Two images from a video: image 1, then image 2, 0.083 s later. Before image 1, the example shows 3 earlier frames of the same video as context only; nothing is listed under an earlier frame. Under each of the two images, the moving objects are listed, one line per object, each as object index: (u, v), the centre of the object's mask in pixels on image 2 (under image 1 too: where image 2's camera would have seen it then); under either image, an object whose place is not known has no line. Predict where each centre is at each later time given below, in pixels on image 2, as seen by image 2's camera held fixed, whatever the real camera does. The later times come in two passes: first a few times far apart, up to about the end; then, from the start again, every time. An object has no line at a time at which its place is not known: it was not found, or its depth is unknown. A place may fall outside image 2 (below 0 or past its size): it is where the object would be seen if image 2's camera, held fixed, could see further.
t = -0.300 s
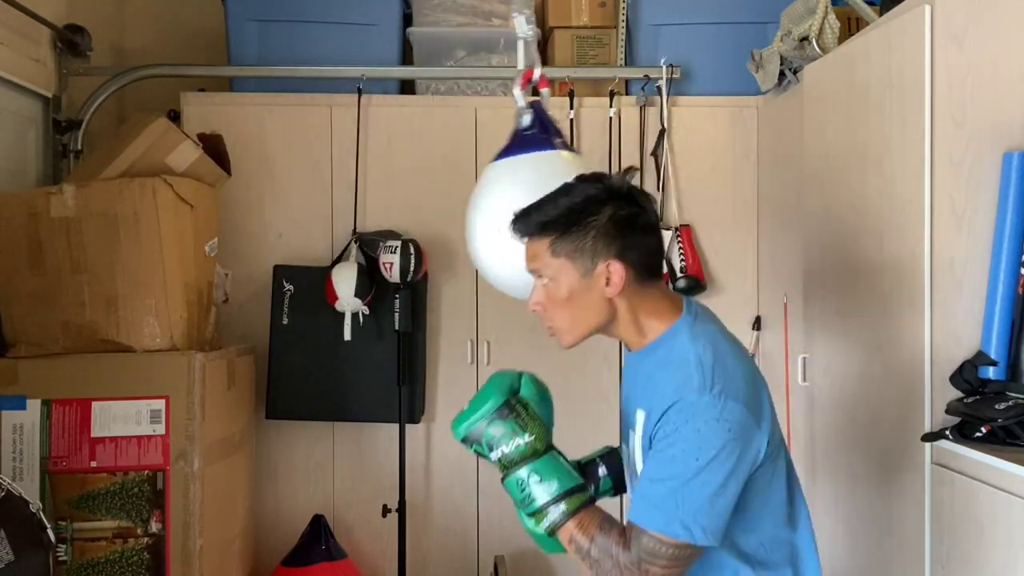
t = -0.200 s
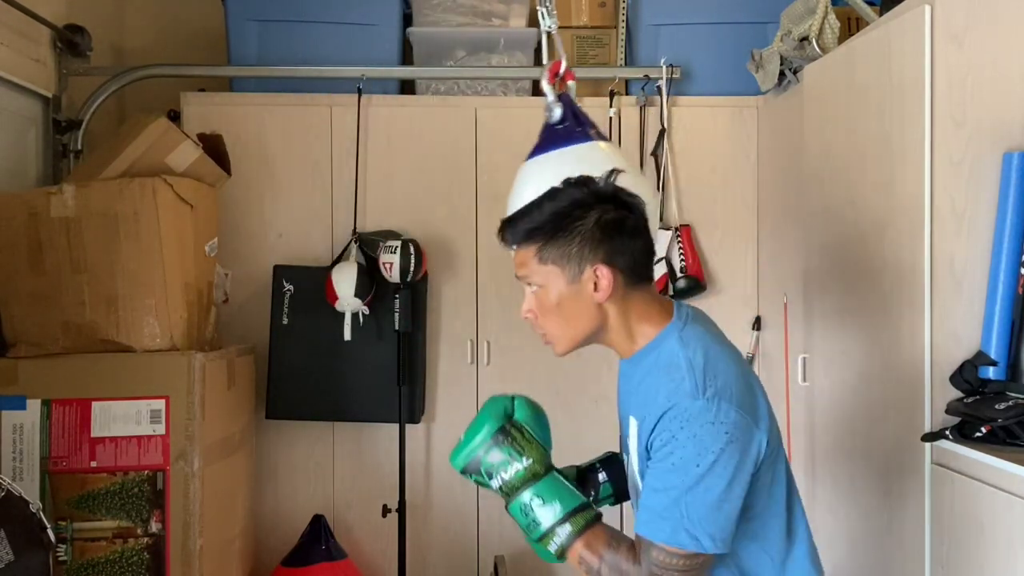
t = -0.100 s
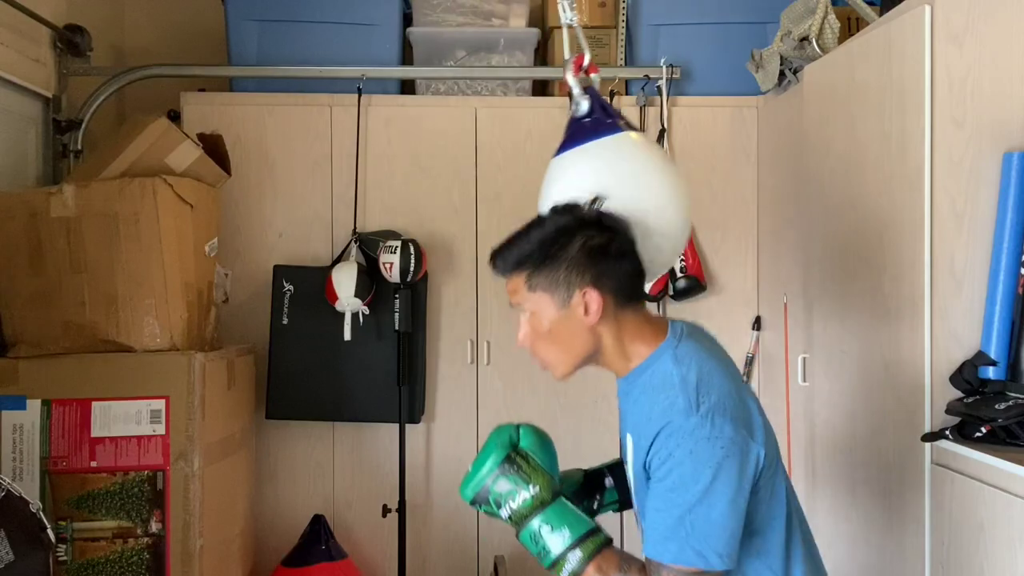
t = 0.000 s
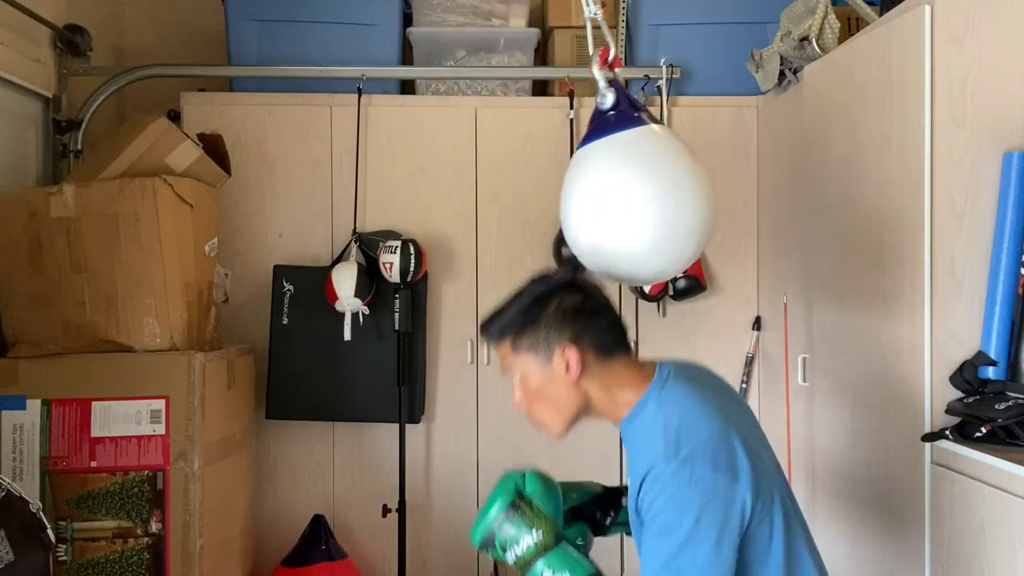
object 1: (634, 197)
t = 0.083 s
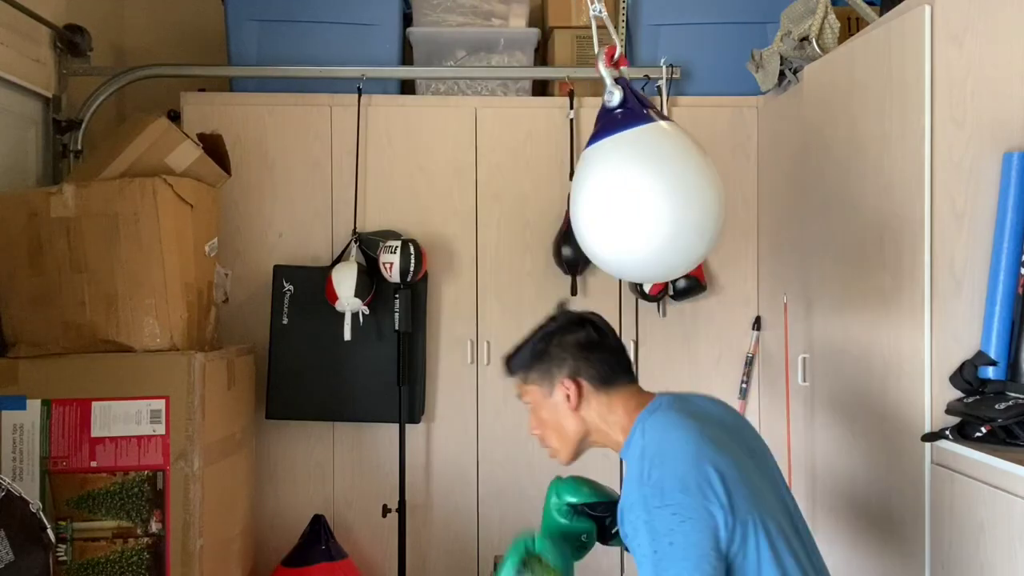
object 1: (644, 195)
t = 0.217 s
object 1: (641, 196)
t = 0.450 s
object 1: (585, 210)
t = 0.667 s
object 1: (494, 222)
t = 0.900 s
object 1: (390, 222)
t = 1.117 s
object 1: (318, 212)
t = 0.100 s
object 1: (644, 195)
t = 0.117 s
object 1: (646, 194)
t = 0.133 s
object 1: (645, 195)
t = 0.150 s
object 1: (645, 194)
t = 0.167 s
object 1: (645, 194)
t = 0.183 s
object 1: (644, 195)
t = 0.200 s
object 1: (643, 195)
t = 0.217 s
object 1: (641, 196)
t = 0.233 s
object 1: (639, 196)
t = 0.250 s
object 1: (637, 197)
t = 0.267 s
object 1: (634, 198)
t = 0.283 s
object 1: (631, 199)
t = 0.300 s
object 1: (628, 200)
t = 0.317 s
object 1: (624, 200)
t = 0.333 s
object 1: (620, 202)
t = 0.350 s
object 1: (616, 203)
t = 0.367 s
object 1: (611, 204)
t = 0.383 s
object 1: (606, 205)
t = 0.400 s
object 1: (602, 206)
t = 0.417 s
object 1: (597, 207)
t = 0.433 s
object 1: (591, 209)
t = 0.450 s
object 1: (585, 210)
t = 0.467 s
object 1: (579, 211)
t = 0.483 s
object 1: (573, 212)
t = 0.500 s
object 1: (565, 213)
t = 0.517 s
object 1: (560, 214)
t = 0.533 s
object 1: (552, 215)
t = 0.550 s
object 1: (545, 217)
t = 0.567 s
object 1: (538, 218)
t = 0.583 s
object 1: (531, 218)
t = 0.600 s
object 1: (525, 219)
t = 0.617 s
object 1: (516, 220)
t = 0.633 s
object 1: (509, 221)
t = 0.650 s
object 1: (501, 222)
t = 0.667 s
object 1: (494, 222)
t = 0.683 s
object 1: (486, 223)
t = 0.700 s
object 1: (478, 224)
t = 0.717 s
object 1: (471, 224)
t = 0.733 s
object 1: (462, 224)
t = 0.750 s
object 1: (455, 224)
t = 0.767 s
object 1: (448, 224)
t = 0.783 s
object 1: (440, 225)
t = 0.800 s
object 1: (432, 225)
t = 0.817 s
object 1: (426, 225)
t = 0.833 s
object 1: (418, 224)
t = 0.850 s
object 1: (411, 224)
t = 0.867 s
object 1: (403, 224)
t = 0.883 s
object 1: (396, 223)
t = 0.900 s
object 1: (390, 222)
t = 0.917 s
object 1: (384, 222)
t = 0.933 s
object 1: (377, 221)
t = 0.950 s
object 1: (371, 221)
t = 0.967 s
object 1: (365, 220)
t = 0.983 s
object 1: (359, 219)
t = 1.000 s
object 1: (352, 219)
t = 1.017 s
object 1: (347, 218)
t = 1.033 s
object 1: (342, 217)
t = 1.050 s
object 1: (337, 216)
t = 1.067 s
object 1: (331, 215)
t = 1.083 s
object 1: (327, 214)
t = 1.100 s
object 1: (322, 213)
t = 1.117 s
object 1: (318, 212)
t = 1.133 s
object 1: (314, 212)
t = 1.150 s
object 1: (310, 211)
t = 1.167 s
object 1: (307, 210)
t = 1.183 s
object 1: (303, 209)
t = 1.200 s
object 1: (300, 209)
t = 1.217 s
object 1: (298, 208)
